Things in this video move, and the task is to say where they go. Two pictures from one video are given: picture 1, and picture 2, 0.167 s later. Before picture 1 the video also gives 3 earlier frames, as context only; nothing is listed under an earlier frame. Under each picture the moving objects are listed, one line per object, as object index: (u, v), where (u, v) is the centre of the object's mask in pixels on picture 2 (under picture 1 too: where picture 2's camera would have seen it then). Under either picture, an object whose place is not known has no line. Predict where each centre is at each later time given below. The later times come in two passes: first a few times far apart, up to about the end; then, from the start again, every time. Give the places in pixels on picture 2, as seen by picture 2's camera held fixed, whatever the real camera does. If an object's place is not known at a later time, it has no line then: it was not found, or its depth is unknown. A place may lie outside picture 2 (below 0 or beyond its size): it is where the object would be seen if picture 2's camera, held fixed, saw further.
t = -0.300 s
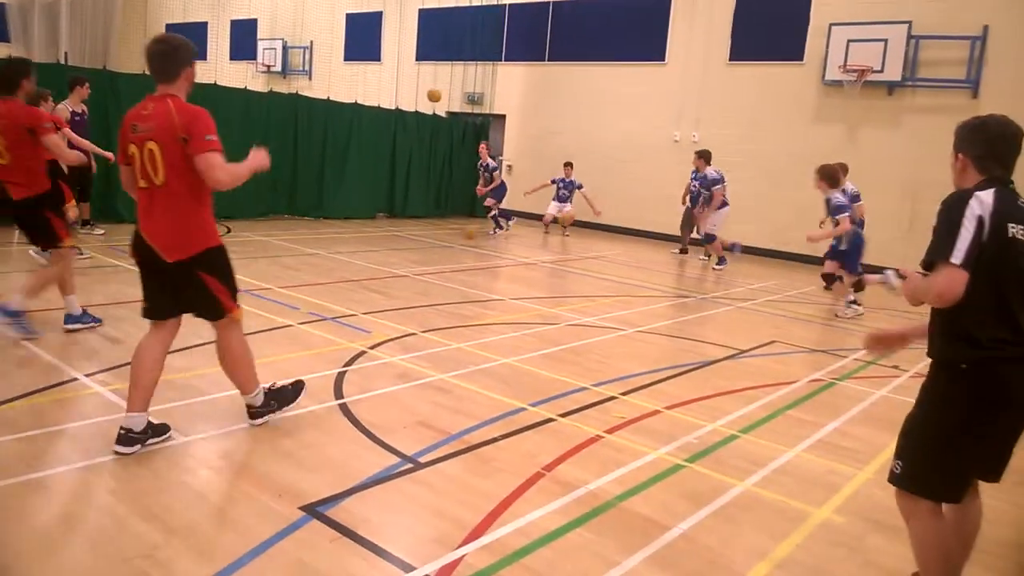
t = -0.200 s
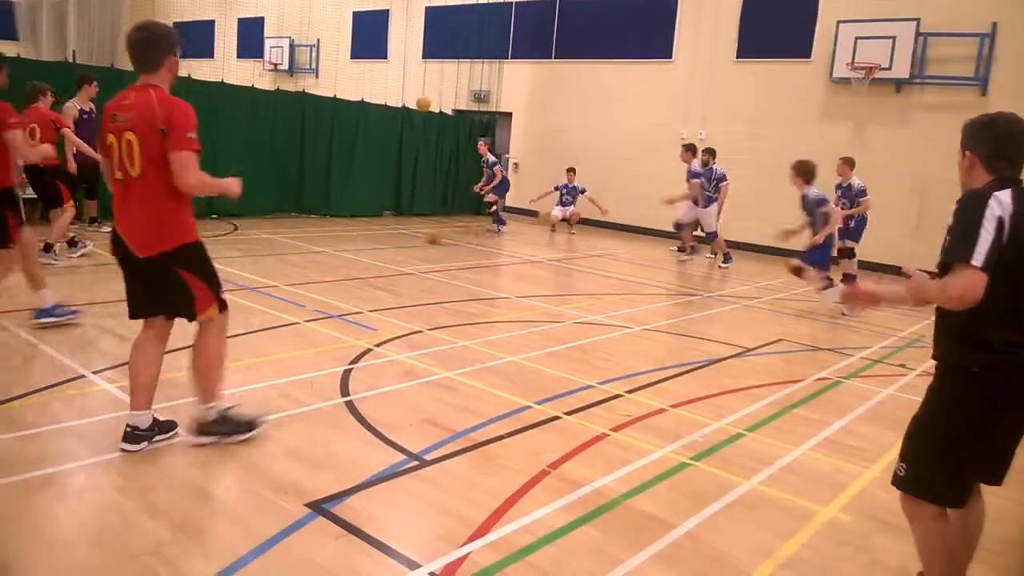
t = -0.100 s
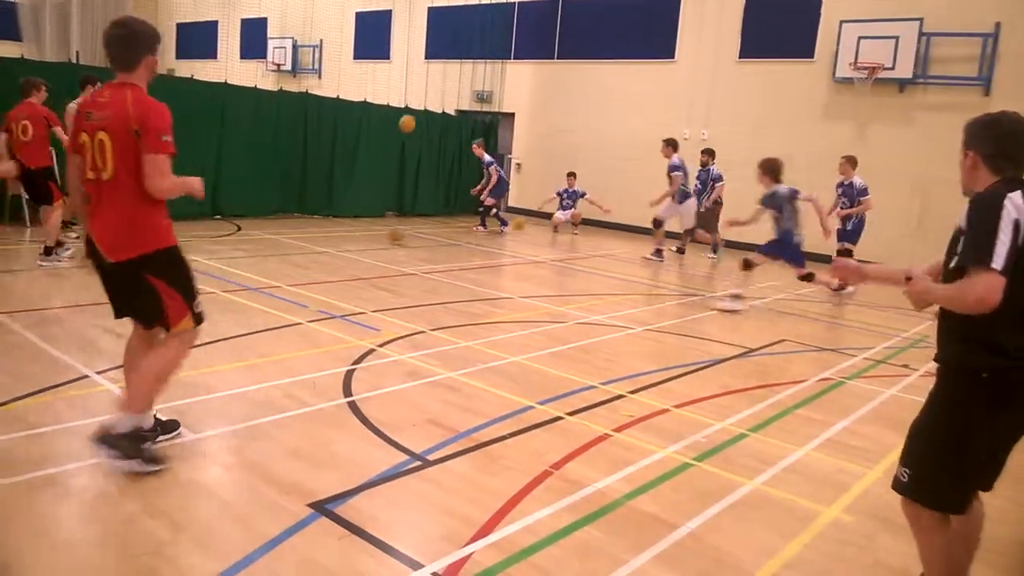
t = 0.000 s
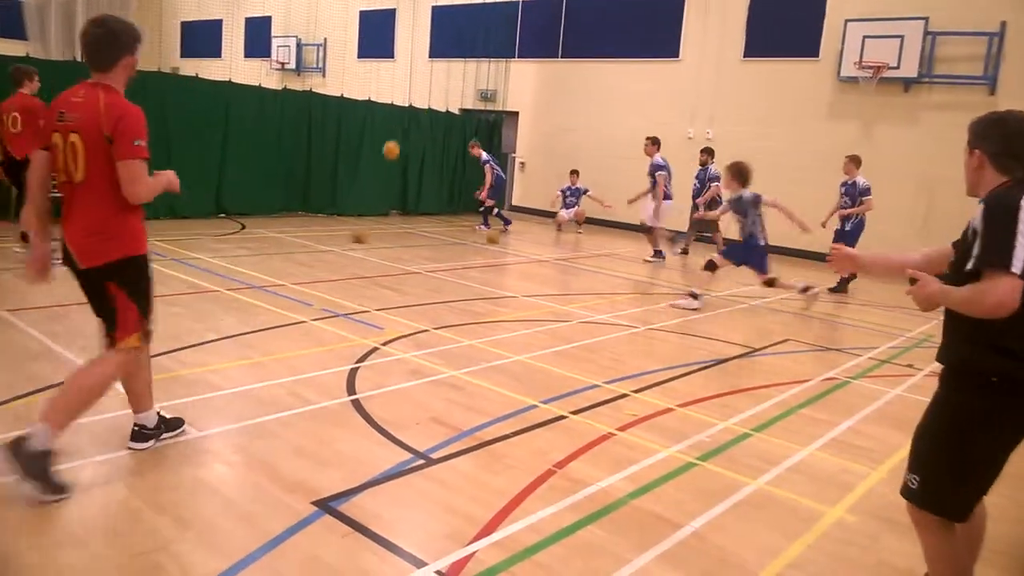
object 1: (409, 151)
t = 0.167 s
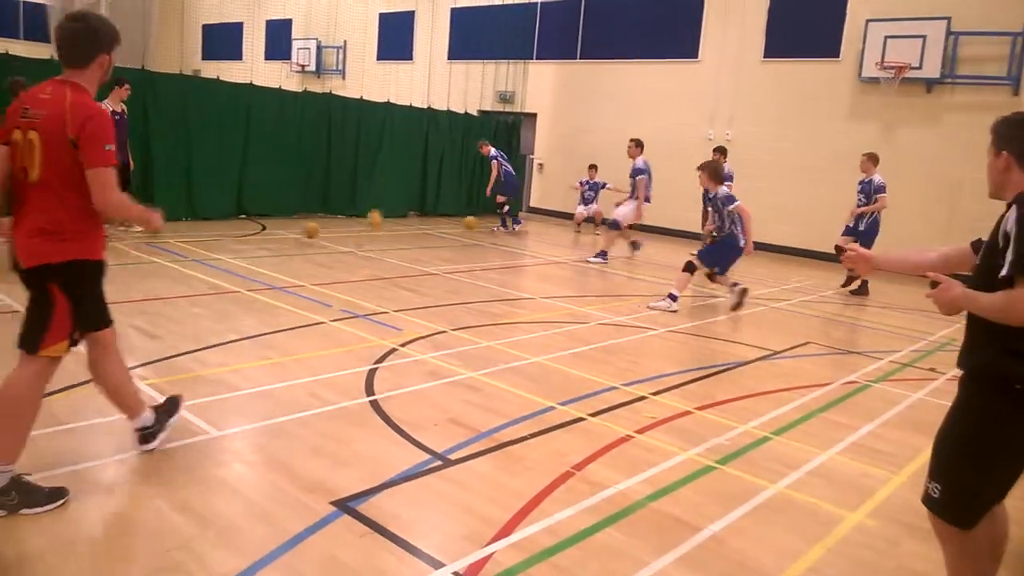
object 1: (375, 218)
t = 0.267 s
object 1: (358, 237)
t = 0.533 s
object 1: (342, 163)
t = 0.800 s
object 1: (320, 149)
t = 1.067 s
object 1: (291, 211)
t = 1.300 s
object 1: (263, 256)
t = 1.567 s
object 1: (225, 210)
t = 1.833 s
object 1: (181, 257)
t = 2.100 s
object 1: (131, 291)
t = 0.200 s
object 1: (365, 239)
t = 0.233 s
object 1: (360, 249)
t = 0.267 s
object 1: (358, 237)
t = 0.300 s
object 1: (358, 222)
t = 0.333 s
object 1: (355, 211)
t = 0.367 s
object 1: (353, 202)
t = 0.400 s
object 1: (351, 192)
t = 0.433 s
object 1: (348, 184)
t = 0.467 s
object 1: (346, 176)
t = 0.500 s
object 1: (344, 169)
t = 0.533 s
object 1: (342, 163)
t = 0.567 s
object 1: (339, 157)
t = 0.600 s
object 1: (337, 153)
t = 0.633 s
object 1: (334, 150)
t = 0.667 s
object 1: (331, 148)
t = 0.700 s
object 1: (329, 147)
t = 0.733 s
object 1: (326, 146)
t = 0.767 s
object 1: (323, 147)
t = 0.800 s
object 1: (320, 149)
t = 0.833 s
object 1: (316, 153)
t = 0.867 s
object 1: (313, 158)
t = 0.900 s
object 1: (310, 164)
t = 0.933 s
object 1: (306, 171)
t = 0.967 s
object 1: (303, 179)
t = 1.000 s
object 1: (299, 188)
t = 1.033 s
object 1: (295, 200)
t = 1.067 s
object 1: (291, 211)
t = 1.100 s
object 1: (287, 225)
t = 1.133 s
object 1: (283, 244)
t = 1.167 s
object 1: (279, 261)
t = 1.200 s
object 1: (276, 279)
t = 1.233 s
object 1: (272, 278)
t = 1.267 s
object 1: (267, 266)
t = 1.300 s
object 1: (263, 256)
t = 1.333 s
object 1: (259, 247)
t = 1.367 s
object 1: (256, 241)
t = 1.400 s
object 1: (251, 230)
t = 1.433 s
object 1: (246, 222)
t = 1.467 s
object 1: (241, 217)
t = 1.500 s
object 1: (236, 213)
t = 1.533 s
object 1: (230, 211)
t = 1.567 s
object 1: (225, 210)
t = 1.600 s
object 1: (220, 210)
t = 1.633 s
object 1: (215, 212)
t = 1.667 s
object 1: (210, 215)
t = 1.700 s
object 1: (205, 219)
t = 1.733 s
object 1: (200, 225)
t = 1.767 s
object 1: (193, 233)
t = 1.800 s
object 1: (187, 244)
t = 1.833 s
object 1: (181, 257)
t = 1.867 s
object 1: (175, 271)
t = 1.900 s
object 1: (169, 286)
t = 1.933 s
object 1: (163, 305)
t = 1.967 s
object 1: (157, 324)
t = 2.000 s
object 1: (150, 318)
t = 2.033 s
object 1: (143, 307)
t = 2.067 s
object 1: (137, 298)
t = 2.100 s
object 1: (131, 291)
